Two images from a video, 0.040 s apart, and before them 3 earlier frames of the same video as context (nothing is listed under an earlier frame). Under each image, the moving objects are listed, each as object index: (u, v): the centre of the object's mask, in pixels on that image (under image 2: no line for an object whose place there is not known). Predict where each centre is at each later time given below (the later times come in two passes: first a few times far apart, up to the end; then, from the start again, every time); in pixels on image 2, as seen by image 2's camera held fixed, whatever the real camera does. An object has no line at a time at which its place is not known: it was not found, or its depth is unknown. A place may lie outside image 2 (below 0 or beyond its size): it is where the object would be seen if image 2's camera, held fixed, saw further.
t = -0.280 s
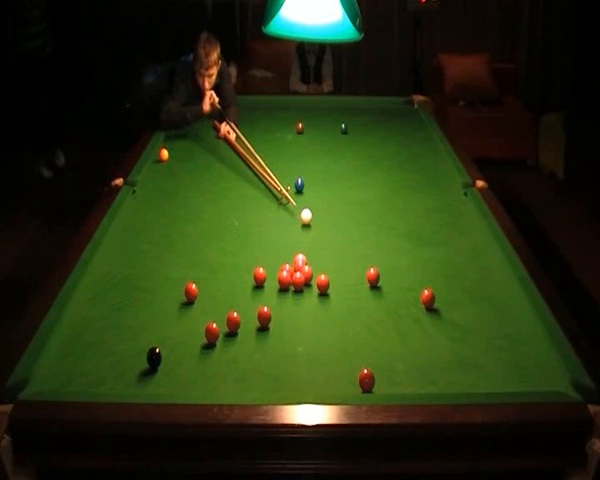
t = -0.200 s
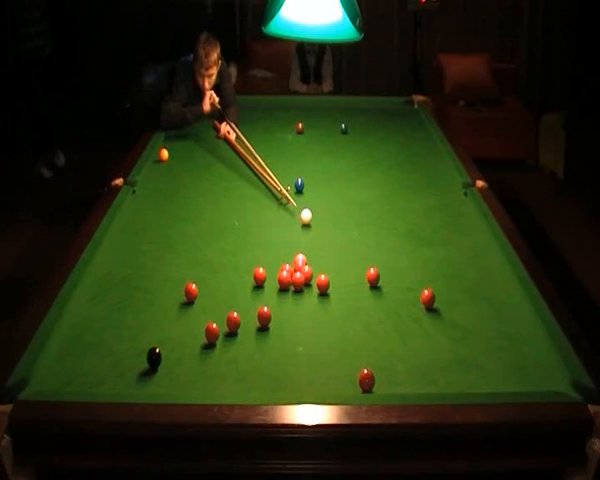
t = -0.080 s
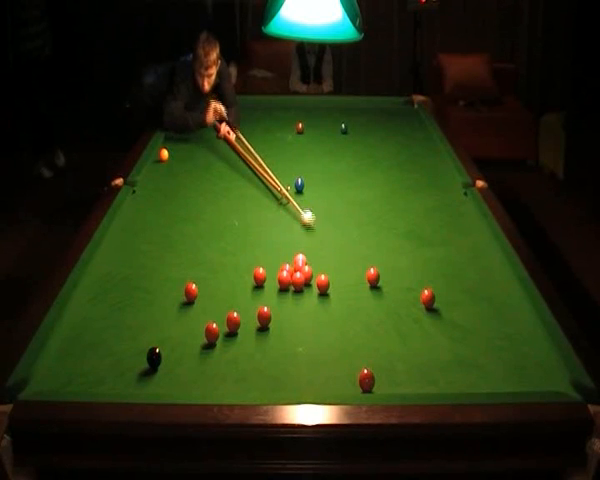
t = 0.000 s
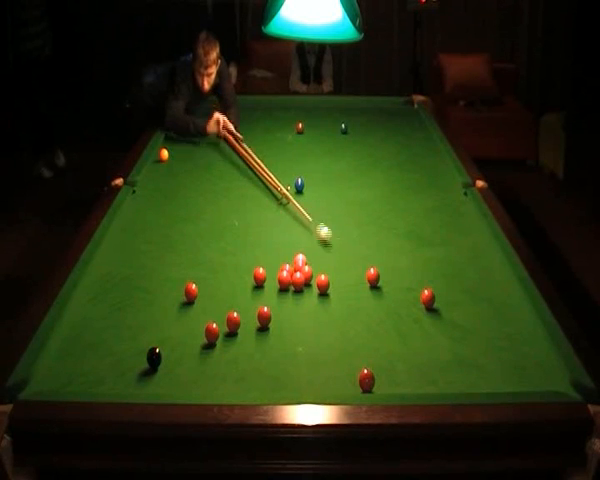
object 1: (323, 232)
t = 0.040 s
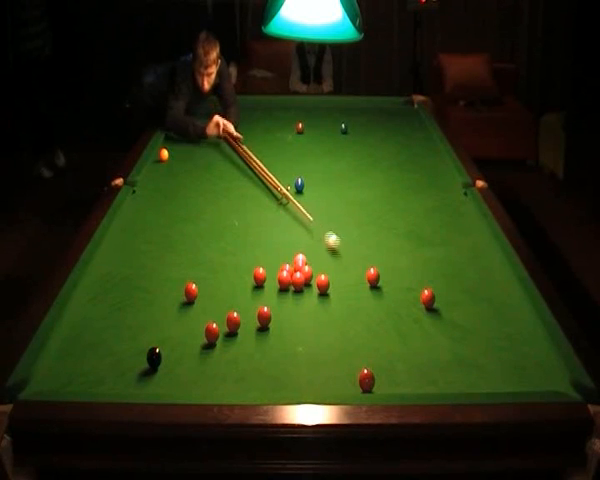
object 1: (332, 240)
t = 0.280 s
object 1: (360, 276)
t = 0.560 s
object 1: (353, 291)
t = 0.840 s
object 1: (345, 307)
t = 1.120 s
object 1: (337, 323)
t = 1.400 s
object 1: (328, 338)
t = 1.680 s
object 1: (320, 354)
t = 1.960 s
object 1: (310, 369)
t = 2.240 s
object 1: (302, 382)
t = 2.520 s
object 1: (294, 385)
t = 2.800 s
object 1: (289, 380)
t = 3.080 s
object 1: (284, 373)
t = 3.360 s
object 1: (280, 368)
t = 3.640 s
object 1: (278, 365)
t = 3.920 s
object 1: (276, 362)
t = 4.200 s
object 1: (275, 361)
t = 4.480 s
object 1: (275, 361)
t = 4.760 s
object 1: (275, 361)
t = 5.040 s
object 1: (275, 361)
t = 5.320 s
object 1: (275, 361)
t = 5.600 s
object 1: (275, 361)
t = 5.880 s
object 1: (275, 361)
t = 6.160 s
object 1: (275, 361)
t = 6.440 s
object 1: (275, 361)
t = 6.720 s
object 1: (275, 361)
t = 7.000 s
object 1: (275, 361)
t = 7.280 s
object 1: (275, 361)
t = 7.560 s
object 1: (275, 361)
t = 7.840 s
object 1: (275, 361)
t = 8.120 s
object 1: (275, 361)
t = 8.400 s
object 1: (275, 361)
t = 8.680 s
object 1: (275, 361)
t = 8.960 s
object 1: (275, 361)
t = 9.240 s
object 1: (275, 361)
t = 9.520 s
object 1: (275, 361)
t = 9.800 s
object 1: (275, 361)
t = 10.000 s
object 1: (275, 361)
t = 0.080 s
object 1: (340, 248)
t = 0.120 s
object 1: (349, 256)
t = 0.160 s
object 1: (357, 265)
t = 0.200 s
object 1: (363, 271)
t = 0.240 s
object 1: (362, 274)
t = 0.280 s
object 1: (360, 276)
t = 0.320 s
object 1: (359, 278)
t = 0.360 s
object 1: (358, 280)
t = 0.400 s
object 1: (357, 282)
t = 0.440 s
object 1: (356, 284)
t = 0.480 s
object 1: (355, 286)
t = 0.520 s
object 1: (354, 289)
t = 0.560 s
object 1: (353, 291)
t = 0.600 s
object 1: (352, 293)
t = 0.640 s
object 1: (351, 296)
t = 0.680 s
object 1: (350, 298)
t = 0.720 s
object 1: (348, 300)
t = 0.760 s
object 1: (347, 303)
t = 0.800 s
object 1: (346, 305)
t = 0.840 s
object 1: (345, 307)
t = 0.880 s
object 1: (344, 309)
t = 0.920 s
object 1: (343, 311)
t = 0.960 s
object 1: (341, 313)
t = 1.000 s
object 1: (340, 316)
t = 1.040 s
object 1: (339, 318)
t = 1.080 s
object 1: (338, 320)
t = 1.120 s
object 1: (337, 323)
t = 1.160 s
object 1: (336, 325)
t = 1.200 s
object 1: (334, 327)
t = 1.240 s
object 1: (333, 329)
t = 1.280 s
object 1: (332, 332)
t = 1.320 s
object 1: (331, 334)
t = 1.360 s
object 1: (330, 336)
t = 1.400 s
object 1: (328, 338)
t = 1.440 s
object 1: (327, 340)
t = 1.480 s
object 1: (326, 343)
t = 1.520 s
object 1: (324, 345)
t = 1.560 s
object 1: (323, 347)
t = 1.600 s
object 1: (322, 350)
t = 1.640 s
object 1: (321, 352)
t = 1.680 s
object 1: (320, 354)
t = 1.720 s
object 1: (318, 356)
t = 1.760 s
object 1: (317, 358)
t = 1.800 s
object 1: (316, 360)
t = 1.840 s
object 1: (314, 363)
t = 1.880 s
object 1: (313, 365)
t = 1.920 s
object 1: (312, 367)
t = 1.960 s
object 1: (310, 369)
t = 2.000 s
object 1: (309, 371)
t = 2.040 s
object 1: (308, 373)
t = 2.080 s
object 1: (307, 376)
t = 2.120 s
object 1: (305, 378)
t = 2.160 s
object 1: (304, 380)
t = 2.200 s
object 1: (303, 381)
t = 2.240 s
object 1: (302, 382)
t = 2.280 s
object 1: (301, 384)
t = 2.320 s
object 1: (299, 385)
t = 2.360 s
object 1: (298, 385)
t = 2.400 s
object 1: (297, 387)
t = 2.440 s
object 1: (296, 387)
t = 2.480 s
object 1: (295, 386)
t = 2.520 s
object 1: (294, 385)
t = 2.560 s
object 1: (293, 384)
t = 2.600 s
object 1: (292, 383)
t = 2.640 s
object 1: (292, 383)
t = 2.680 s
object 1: (291, 382)
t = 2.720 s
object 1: (290, 381)
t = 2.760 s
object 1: (289, 380)
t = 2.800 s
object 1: (289, 380)
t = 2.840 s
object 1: (288, 379)
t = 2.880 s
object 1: (287, 379)
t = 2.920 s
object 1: (286, 378)
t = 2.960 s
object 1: (286, 376)
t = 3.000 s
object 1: (285, 376)
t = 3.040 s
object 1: (284, 375)
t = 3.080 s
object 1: (284, 373)
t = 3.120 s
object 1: (283, 373)
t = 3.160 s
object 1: (282, 372)
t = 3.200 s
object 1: (282, 372)
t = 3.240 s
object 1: (281, 370)
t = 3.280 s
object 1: (281, 370)
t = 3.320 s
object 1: (280, 369)
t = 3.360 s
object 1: (280, 368)
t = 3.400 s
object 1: (280, 368)
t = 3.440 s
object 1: (279, 367)
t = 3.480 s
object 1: (279, 366)
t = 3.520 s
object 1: (278, 366)
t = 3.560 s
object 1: (278, 365)
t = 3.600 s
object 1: (278, 365)
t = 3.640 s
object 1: (278, 365)
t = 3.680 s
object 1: (277, 364)
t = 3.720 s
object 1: (277, 364)
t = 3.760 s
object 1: (277, 363)
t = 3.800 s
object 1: (276, 363)
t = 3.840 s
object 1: (276, 363)
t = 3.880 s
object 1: (276, 362)
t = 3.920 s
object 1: (276, 362)
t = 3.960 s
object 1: (275, 362)
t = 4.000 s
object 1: (275, 362)
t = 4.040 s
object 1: (275, 362)
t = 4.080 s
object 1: (275, 361)
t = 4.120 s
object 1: (275, 361)
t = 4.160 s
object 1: (275, 361)
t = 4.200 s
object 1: (275, 361)
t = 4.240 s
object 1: (275, 361)
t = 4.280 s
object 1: (275, 361)
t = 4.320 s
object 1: (275, 361)
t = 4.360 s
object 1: (275, 361)
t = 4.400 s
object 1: (275, 361)
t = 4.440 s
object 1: (275, 361)
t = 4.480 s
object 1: (275, 361)
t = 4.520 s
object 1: (275, 361)
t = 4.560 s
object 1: (275, 361)
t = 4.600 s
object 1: (275, 361)
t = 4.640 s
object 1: (275, 361)
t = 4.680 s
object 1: (275, 361)
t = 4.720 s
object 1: (275, 361)
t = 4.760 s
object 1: (275, 361)
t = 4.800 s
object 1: (275, 361)
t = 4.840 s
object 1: (275, 361)
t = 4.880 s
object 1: (275, 361)
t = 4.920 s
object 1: (275, 361)
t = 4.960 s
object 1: (275, 361)
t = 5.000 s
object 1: (275, 361)
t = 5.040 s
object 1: (275, 361)
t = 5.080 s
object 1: (275, 361)
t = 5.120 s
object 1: (275, 361)
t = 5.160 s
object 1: (275, 361)
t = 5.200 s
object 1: (275, 361)
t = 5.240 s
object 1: (275, 361)
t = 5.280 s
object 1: (275, 361)
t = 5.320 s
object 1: (275, 361)
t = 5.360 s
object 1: (275, 361)
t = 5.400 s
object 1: (275, 361)
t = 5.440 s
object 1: (275, 361)
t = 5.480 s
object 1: (275, 361)
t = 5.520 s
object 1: (275, 361)
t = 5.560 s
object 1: (275, 361)
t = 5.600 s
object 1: (275, 361)
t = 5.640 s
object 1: (275, 361)
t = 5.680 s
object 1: (275, 361)
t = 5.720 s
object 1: (275, 361)
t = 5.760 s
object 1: (275, 361)
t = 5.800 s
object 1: (275, 361)
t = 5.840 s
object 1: (275, 361)
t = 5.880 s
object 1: (275, 361)
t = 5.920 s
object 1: (275, 361)
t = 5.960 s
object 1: (275, 361)
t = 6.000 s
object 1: (275, 361)
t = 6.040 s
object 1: (275, 361)
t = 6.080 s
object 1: (275, 361)
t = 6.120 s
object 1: (275, 361)
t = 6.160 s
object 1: (275, 361)
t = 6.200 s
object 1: (275, 361)
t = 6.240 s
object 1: (275, 361)
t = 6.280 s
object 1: (275, 361)
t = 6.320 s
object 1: (275, 361)
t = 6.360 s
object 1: (275, 361)
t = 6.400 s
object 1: (275, 361)
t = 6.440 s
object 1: (275, 361)
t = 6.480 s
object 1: (275, 361)
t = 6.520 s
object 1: (275, 361)
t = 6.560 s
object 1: (275, 361)
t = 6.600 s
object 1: (275, 361)
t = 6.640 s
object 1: (275, 361)
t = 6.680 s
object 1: (275, 361)
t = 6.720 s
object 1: (275, 361)
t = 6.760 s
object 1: (275, 361)
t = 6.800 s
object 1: (275, 361)
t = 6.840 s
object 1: (275, 361)
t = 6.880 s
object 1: (275, 361)
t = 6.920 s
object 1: (275, 361)
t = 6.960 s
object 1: (275, 361)
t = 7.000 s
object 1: (275, 361)
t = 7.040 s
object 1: (275, 361)
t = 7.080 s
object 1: (275, 361)
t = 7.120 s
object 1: (275, 361)
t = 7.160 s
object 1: (275, 361)
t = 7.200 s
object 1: (275, 361)
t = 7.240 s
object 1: (275, 361)
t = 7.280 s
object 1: (275, 361)
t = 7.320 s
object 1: (275, 361)
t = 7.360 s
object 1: (275, 361)
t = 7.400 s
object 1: (275, 361)
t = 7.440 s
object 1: (275, 361)
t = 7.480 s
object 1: (275, 361)
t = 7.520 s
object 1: (275, 361)
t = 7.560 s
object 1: (275, 361)
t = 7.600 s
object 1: (275, 361)
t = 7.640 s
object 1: (275, 361)
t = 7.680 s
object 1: (275, 361)
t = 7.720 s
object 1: (275, 361)
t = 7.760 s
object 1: (275, 361)
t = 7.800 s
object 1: (275, 361)
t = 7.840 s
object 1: (275, 361)
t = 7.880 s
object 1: (275, 361)
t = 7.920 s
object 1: (275, 361)
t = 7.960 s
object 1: (275, 361)
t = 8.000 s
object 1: (275, 361)
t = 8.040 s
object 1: (275, 361)
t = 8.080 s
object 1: (275, 361)
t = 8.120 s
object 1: (275, 361)
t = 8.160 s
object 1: (275, 361)
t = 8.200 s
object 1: (275, 361)
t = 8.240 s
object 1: (275, 361)
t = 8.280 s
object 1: (275, 361)
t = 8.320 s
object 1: (275, 361)
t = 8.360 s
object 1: (275, 361)
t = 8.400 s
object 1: (275, 361)
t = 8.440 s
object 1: (275, 361)
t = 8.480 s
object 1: (275, 361)
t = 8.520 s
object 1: (275, 361)
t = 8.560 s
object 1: (275, 361)
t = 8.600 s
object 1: (275, 361)
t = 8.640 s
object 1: (275, 361)
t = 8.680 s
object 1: (275, 361)
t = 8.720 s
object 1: (275, 361)
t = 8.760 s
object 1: (275, 361)
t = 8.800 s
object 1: (275, 361)
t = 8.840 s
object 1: (275, 361)
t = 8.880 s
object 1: (275, 361)
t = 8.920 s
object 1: (275, 361)
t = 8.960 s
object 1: (275, 361)
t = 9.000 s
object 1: (275, 361)
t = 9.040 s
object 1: (275, 361)
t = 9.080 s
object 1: (275, 361)
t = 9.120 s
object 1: (275, 361)
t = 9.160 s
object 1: (275, 361)
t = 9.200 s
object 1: (275, 361)
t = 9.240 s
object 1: (275, 361)
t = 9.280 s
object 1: (275, 361)
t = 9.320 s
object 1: (275, 361)
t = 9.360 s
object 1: (275, 361)
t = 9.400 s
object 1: (275, 361)
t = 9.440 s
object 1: (275, 361)
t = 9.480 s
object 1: (275, 361)
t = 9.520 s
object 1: (275, 361)
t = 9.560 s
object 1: (275, 361)
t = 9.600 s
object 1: (275, 361)
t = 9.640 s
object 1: (275, 361)
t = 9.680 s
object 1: (275, 361)
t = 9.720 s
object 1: (275, 361)
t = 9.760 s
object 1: (275, 361)
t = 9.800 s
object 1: (275, 361)
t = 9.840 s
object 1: (275, 361)
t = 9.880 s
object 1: (275, 361)
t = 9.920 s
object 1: (275, 361)
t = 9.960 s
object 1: (275, 361)
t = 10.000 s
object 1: (275, 361)
